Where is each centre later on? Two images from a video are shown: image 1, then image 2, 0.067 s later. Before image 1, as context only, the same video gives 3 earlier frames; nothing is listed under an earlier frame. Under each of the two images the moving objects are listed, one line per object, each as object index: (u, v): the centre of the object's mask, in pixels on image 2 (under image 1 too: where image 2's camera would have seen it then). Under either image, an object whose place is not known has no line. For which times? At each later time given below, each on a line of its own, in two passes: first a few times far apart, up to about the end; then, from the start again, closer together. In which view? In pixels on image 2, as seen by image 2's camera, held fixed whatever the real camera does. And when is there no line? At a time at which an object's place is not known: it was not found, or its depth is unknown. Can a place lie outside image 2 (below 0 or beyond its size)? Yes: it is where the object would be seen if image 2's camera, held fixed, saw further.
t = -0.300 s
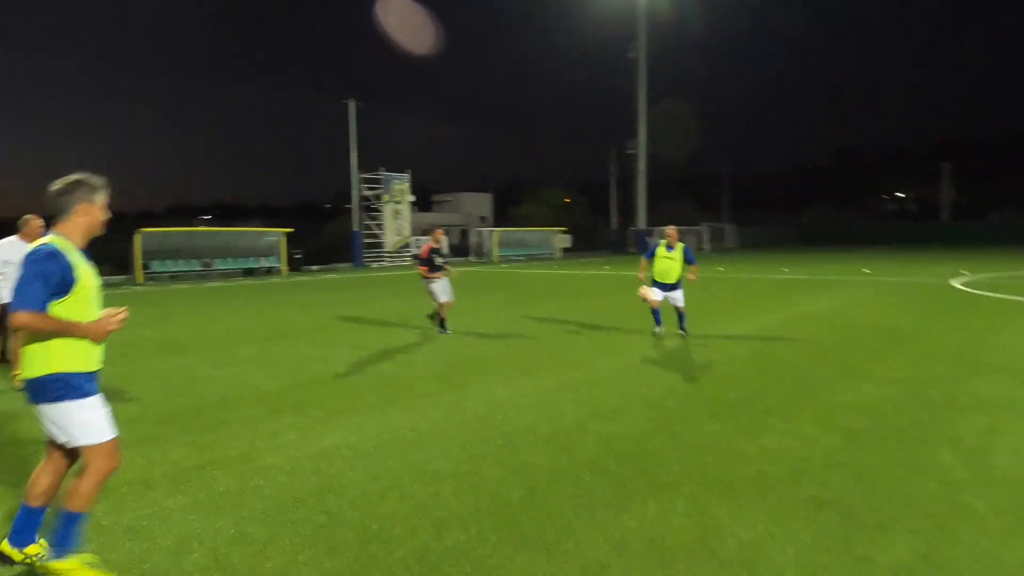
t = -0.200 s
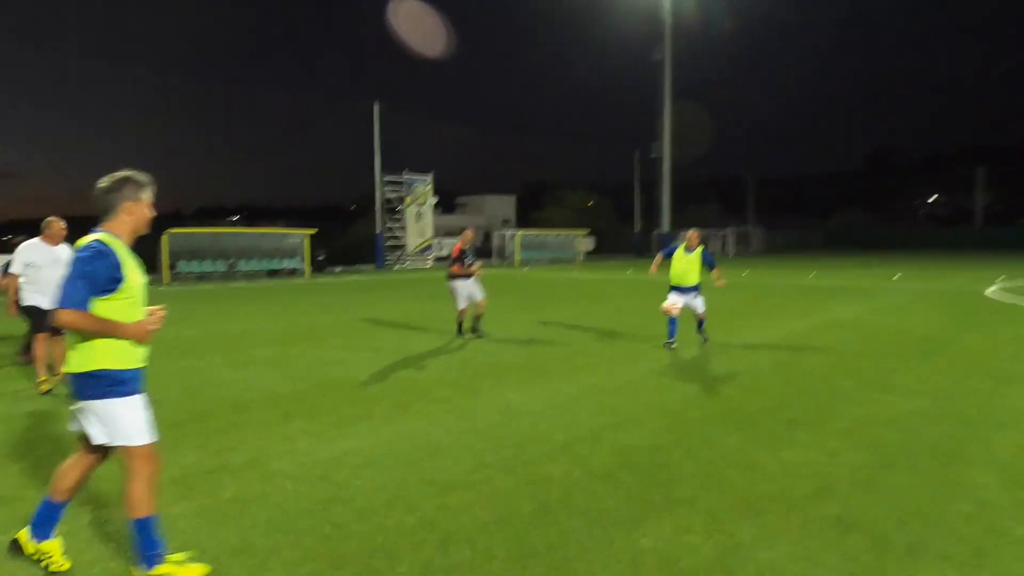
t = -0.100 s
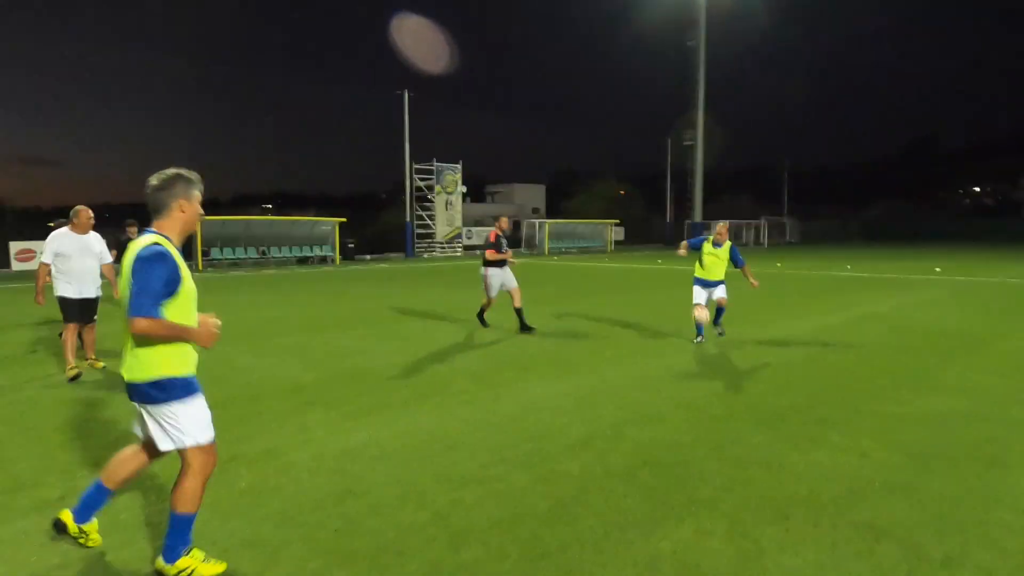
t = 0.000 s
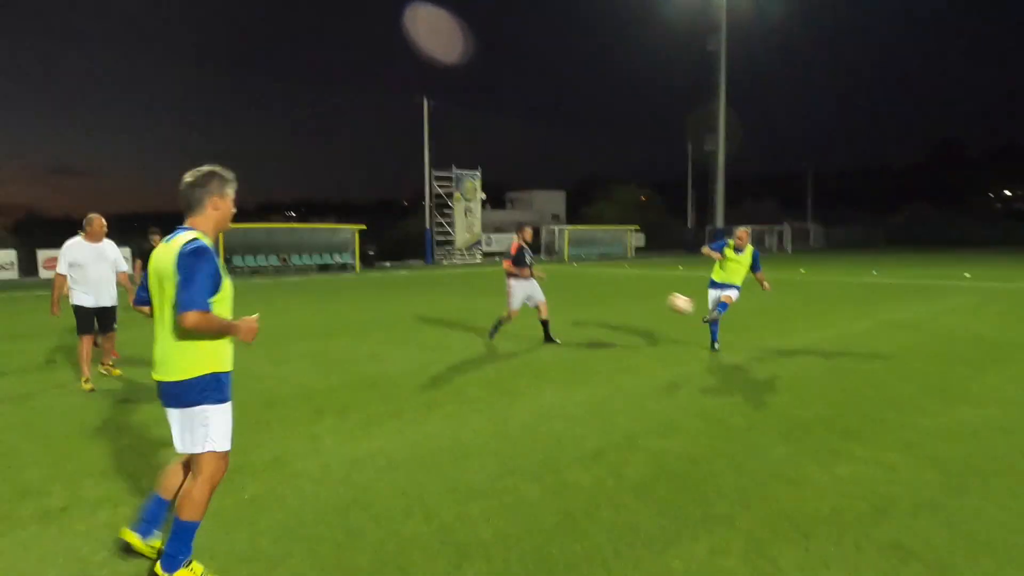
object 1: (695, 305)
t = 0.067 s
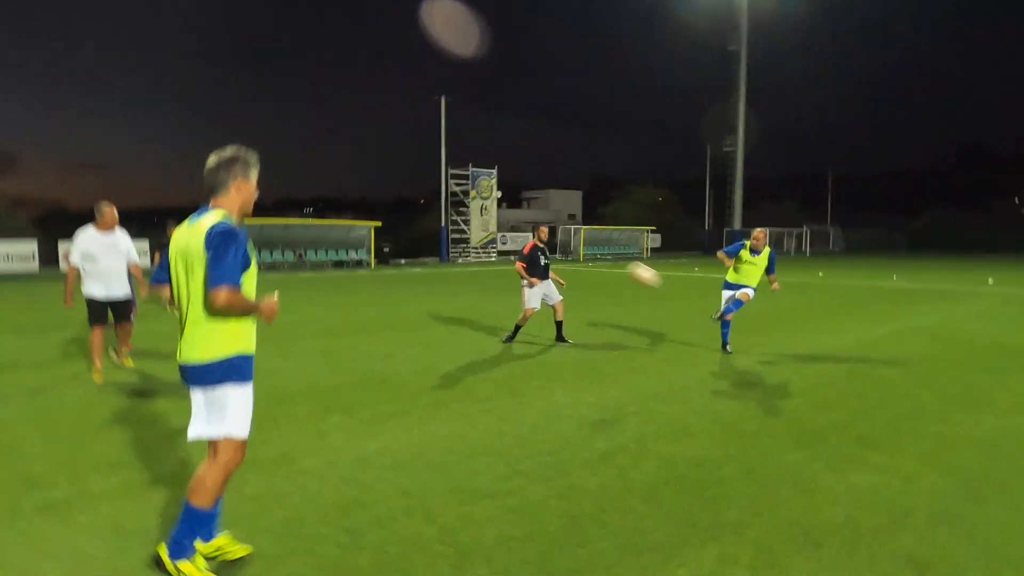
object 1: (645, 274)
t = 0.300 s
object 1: (405, 164)
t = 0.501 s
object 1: (65, 87)
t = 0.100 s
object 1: (615, 258)
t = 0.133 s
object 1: (584, 243)
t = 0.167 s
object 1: (551, 228)
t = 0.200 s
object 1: (517, 211)
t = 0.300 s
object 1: (405, 164)
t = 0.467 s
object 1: (133, 95)
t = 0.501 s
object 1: (65, 87)
